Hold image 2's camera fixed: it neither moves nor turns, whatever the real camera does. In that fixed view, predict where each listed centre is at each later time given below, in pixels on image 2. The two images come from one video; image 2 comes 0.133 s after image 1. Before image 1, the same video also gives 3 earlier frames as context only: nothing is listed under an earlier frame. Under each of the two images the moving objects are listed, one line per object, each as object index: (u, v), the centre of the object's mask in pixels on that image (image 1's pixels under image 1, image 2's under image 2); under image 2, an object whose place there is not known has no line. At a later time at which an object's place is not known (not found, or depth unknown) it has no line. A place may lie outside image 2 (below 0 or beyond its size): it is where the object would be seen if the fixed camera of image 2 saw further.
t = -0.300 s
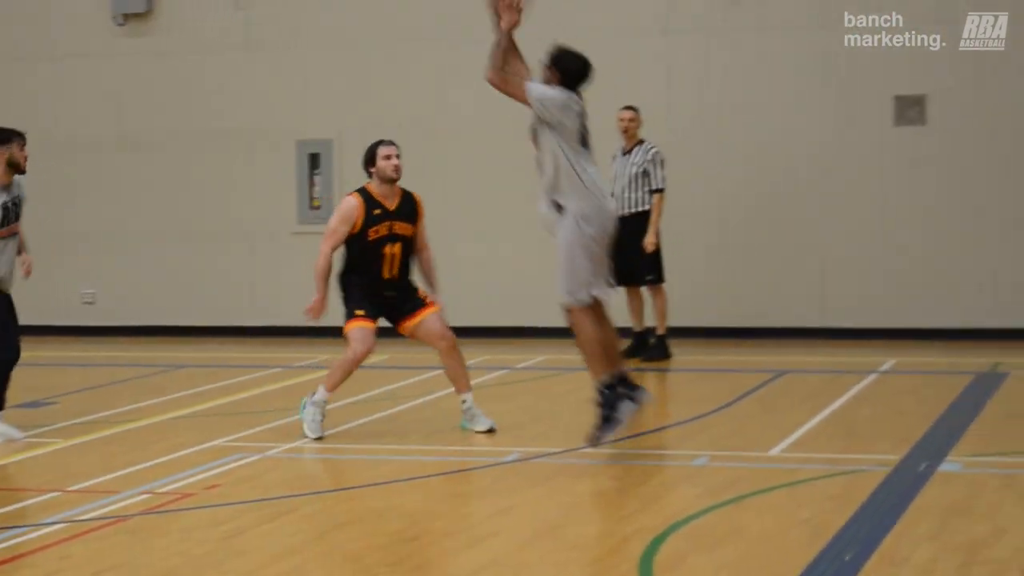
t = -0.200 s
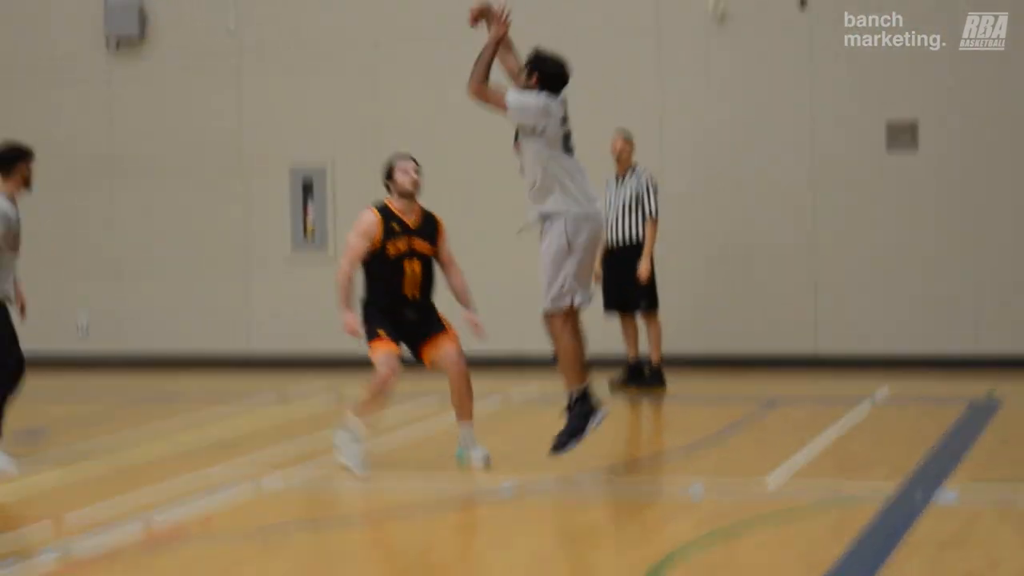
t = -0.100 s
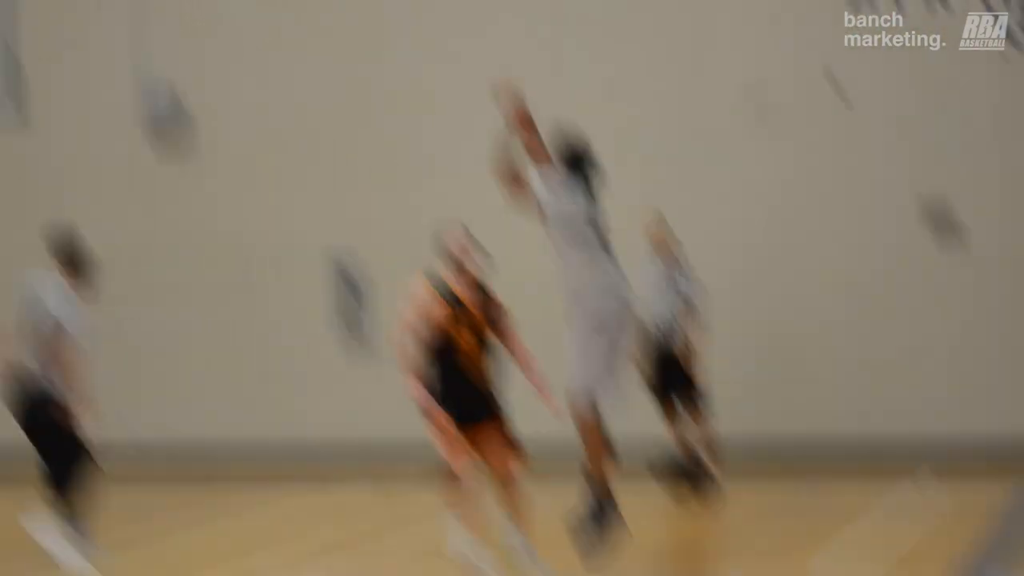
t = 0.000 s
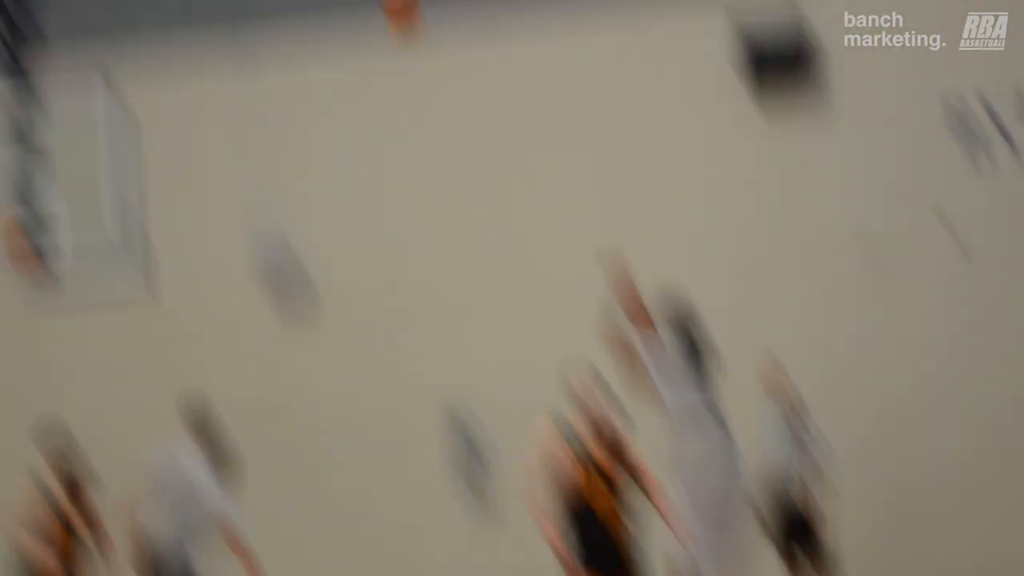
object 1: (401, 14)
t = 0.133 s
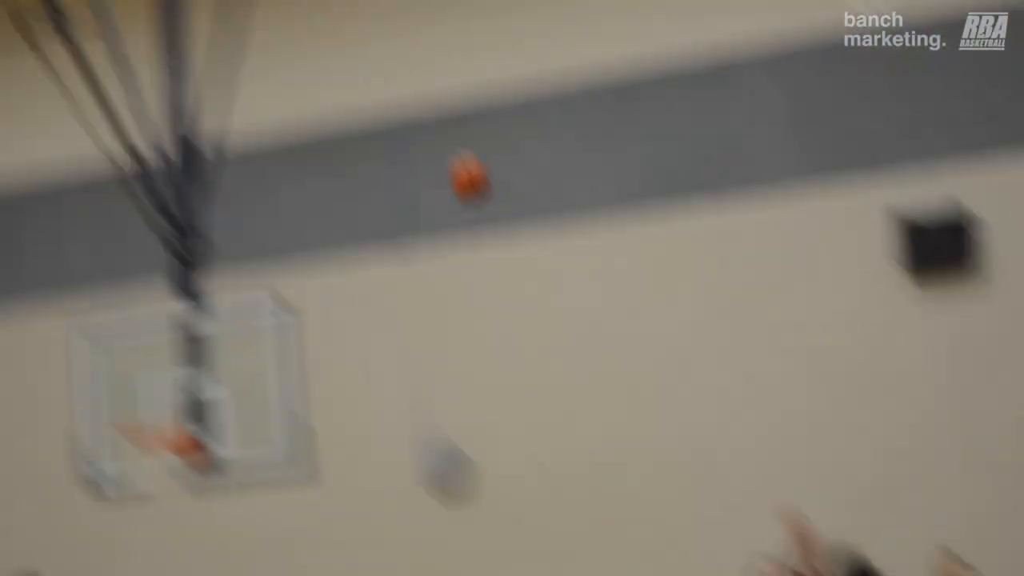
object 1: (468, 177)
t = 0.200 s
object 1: (450, 179)
